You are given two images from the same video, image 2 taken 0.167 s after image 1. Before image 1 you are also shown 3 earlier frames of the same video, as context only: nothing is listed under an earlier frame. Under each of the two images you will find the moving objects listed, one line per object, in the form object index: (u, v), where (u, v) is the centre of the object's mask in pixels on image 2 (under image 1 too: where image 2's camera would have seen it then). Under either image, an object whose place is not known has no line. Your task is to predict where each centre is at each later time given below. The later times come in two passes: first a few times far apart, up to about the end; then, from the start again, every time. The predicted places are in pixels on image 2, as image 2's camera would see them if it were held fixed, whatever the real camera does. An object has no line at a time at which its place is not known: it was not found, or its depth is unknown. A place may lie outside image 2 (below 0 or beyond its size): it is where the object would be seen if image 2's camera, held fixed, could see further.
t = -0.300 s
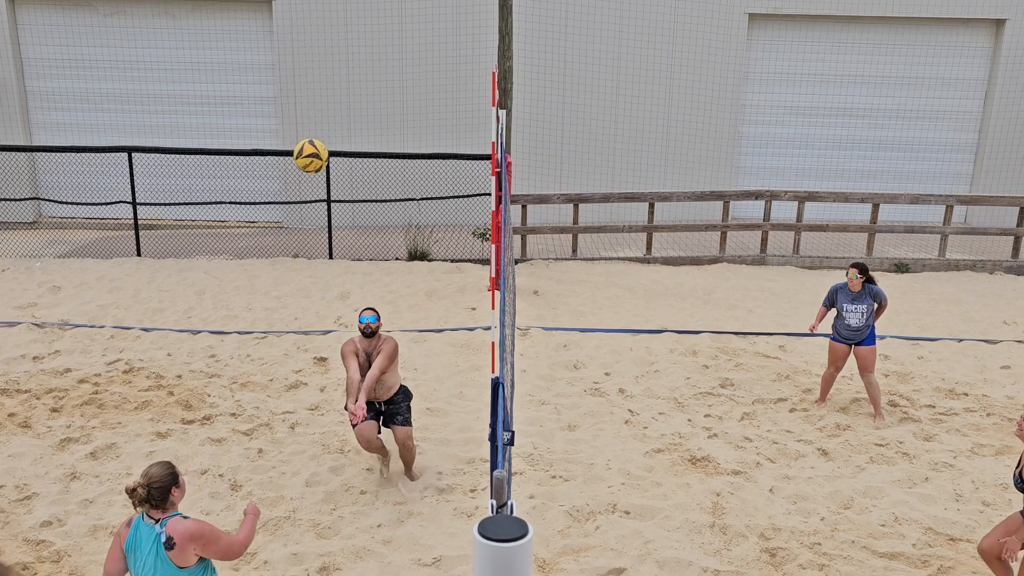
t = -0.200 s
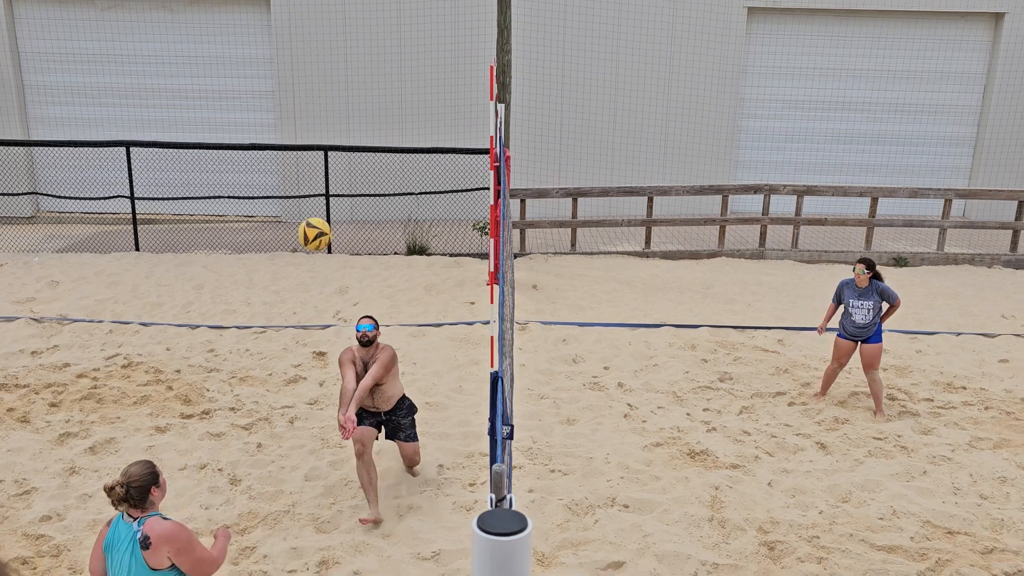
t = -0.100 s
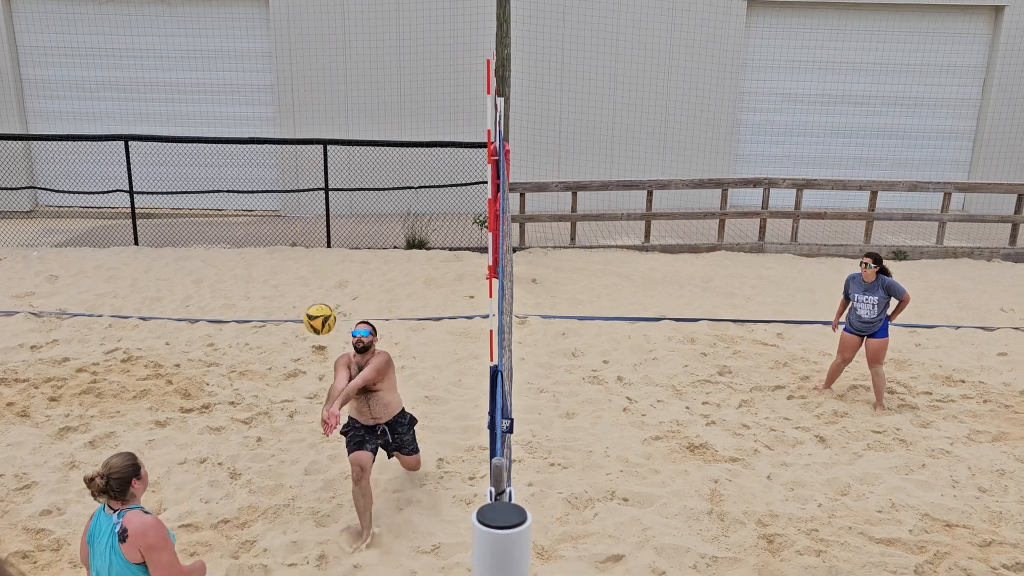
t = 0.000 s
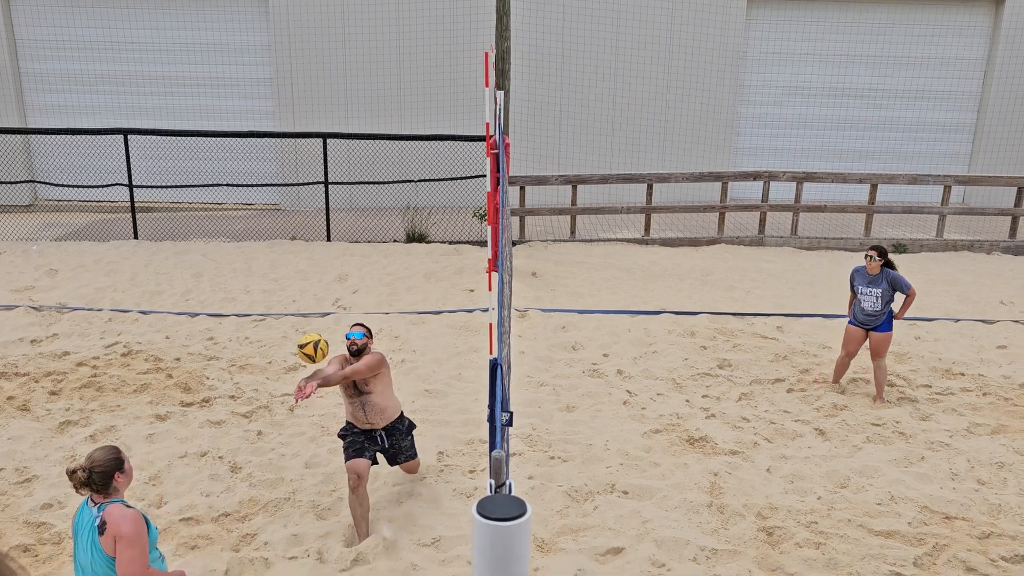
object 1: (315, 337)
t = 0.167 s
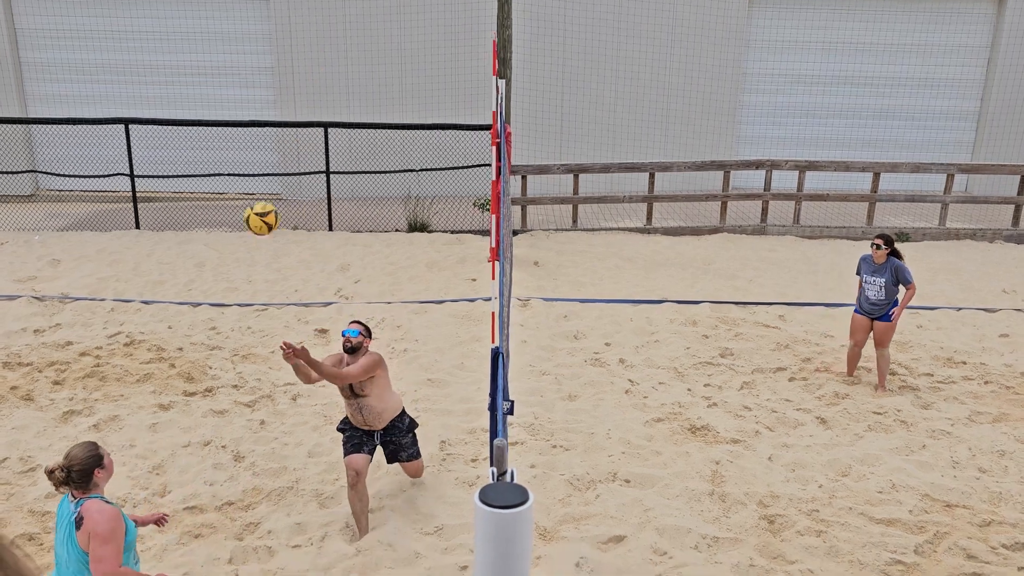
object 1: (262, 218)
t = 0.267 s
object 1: (228, 159)
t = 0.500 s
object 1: (145, 71)
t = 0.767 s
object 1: (51, 81)
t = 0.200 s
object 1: (250, 197)
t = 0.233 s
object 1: (239, 178)
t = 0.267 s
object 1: (228, 159)
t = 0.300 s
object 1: (216, 141)
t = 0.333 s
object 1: (204, 125)
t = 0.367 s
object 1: (193, 111)
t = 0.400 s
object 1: (180, 98)
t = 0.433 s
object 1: (168, 88)
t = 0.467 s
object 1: (156, 78)
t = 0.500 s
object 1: (145, 71)
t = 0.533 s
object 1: (133, 65)
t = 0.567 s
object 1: (121, 62)
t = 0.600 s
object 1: (109, 60)
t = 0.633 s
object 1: (97, 60)
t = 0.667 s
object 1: (85, 62)
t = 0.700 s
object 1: (74, 67)
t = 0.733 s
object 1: (62, 73)
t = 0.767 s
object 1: (51, 81)
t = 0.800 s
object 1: (41, 92)
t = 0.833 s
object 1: (30, 105)
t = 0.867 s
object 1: (19, 120)
